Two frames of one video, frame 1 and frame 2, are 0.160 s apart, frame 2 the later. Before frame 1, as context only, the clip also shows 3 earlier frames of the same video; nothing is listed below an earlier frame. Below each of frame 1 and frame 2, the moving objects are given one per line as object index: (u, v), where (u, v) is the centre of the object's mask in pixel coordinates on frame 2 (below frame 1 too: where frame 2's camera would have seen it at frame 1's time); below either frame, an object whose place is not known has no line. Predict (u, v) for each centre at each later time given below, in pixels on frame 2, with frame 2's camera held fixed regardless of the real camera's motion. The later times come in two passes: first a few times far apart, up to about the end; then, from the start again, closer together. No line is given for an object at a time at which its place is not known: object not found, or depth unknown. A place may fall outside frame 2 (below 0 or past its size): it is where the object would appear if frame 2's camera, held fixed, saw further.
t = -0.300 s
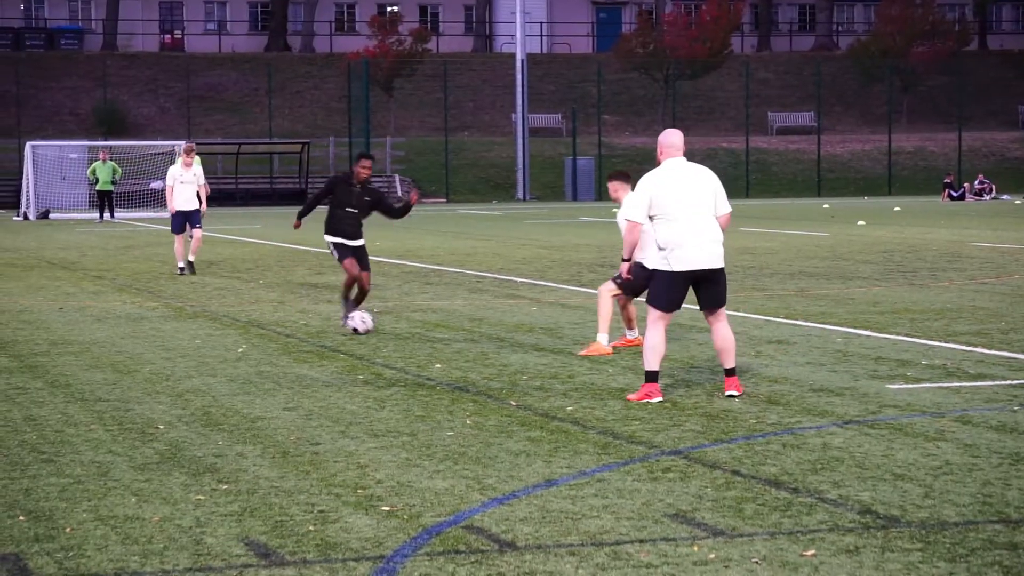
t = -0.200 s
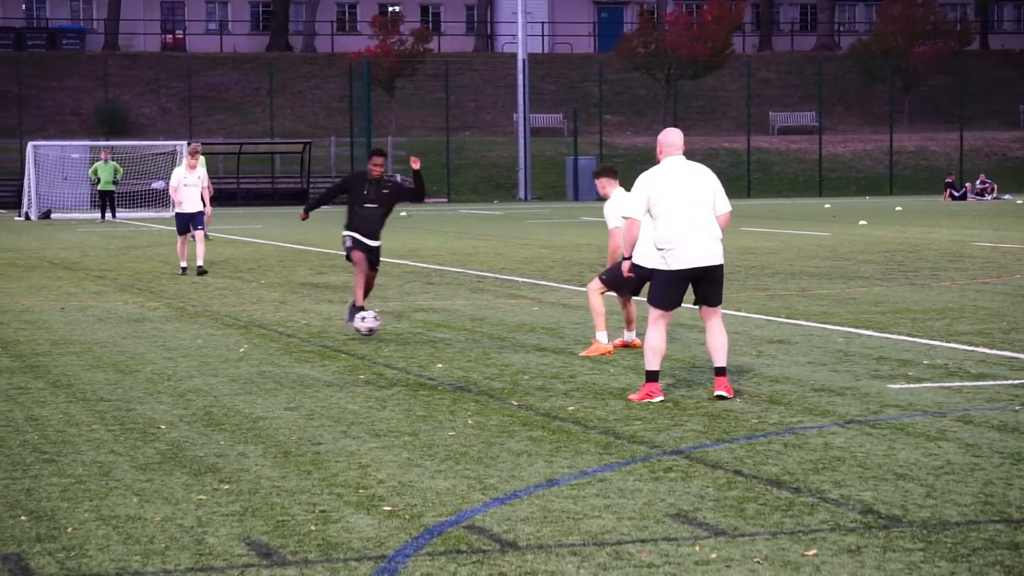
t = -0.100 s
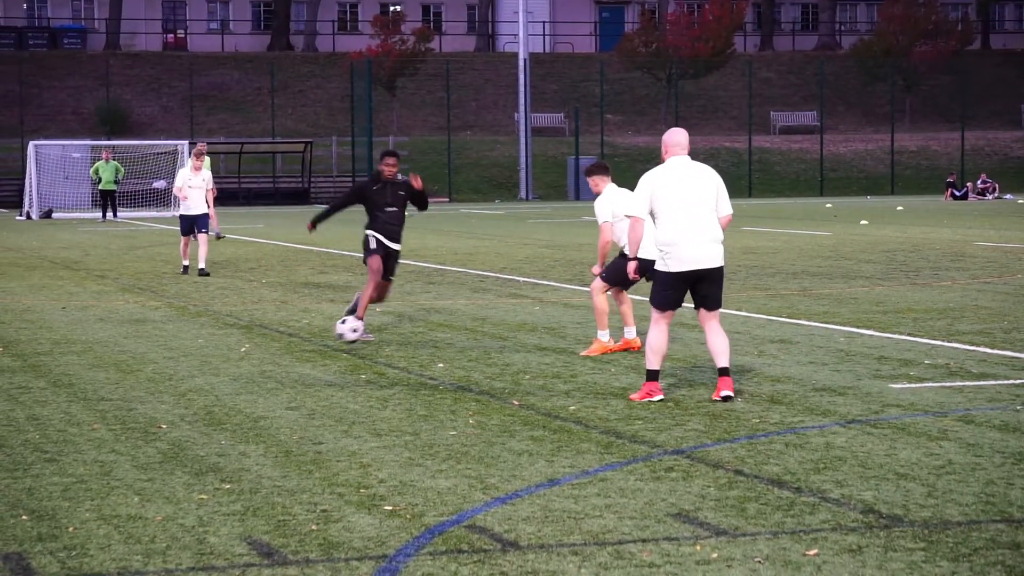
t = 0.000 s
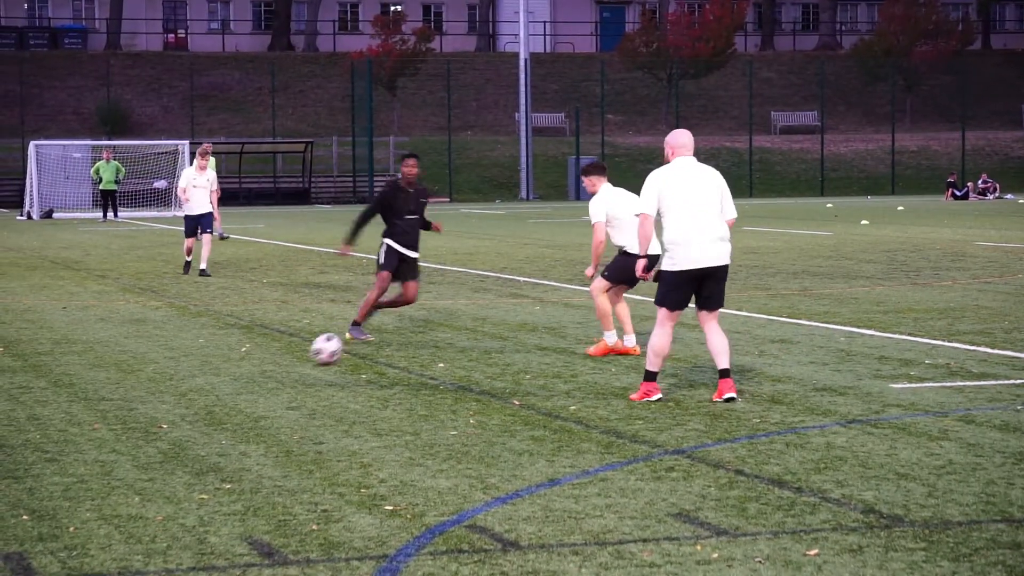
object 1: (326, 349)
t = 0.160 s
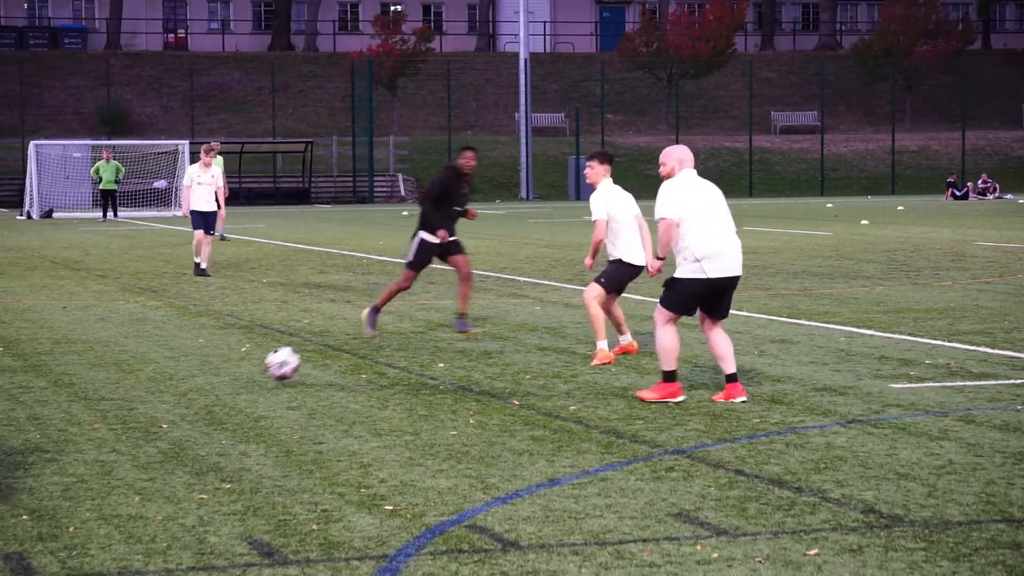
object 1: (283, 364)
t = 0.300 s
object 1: (239, 387)
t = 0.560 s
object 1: (144, 429)
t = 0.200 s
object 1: (271, 371)
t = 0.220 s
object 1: (264, 376)
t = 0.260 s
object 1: (250, 388)
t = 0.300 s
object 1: (239, 387)
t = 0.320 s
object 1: (234, 387)
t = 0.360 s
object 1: (218, 387)
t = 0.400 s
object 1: (204, 391)
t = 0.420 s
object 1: (198, 394)
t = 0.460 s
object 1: (183, 404)
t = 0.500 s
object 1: (167, 418)
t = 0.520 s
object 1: (159, 426)
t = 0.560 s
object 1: (144, 429)
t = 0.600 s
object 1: (129, 430)
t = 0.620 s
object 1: (121, 432)
